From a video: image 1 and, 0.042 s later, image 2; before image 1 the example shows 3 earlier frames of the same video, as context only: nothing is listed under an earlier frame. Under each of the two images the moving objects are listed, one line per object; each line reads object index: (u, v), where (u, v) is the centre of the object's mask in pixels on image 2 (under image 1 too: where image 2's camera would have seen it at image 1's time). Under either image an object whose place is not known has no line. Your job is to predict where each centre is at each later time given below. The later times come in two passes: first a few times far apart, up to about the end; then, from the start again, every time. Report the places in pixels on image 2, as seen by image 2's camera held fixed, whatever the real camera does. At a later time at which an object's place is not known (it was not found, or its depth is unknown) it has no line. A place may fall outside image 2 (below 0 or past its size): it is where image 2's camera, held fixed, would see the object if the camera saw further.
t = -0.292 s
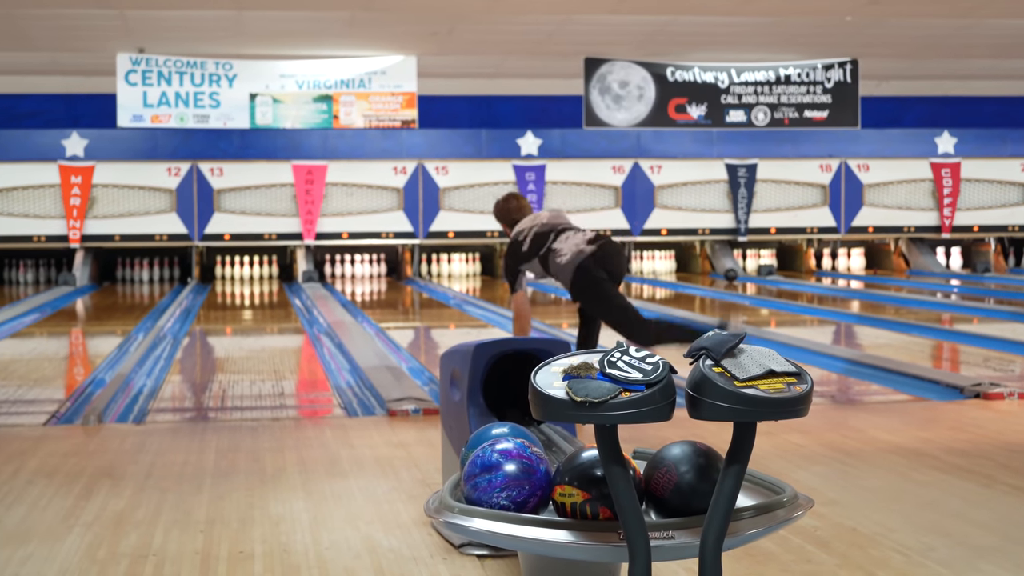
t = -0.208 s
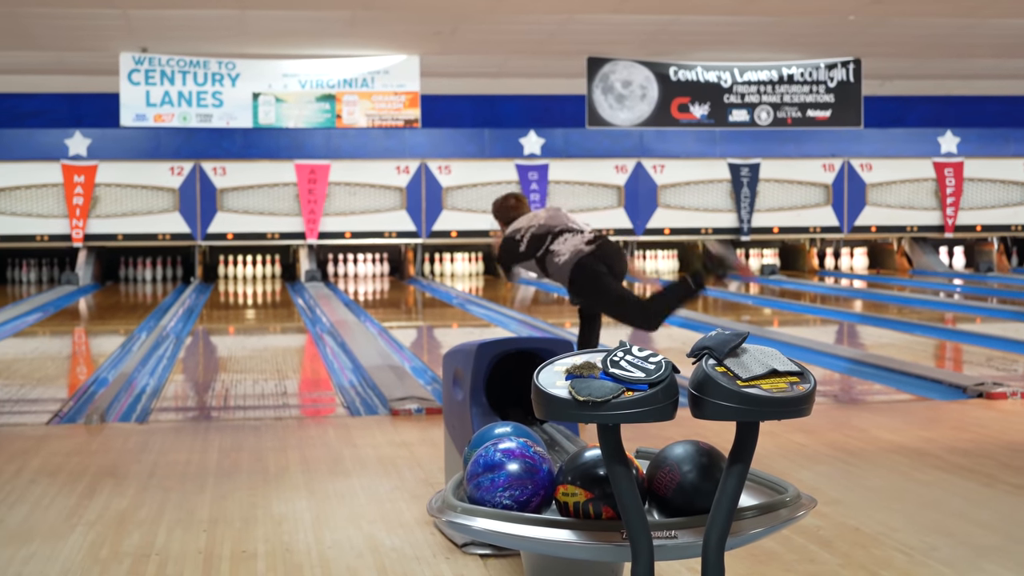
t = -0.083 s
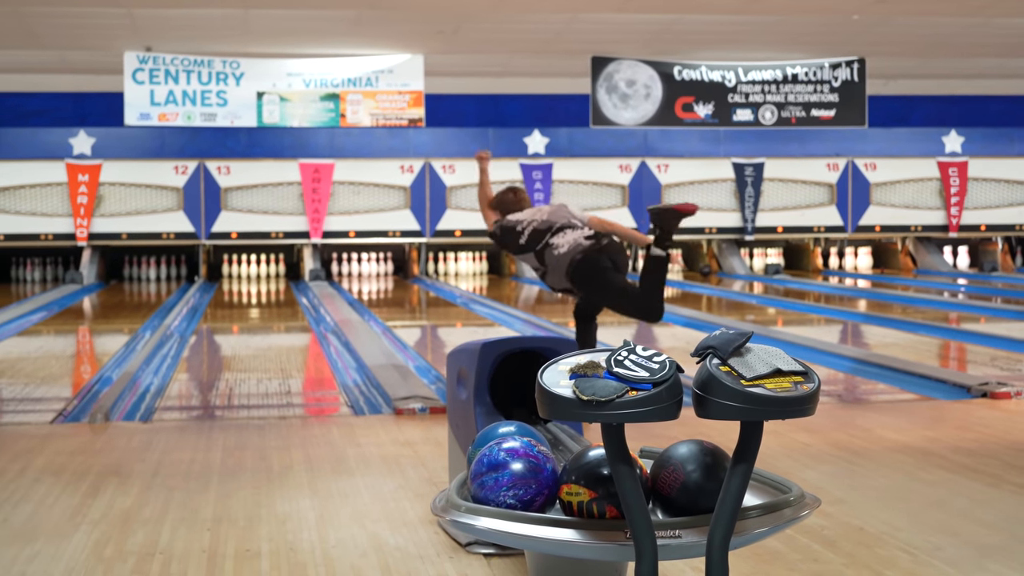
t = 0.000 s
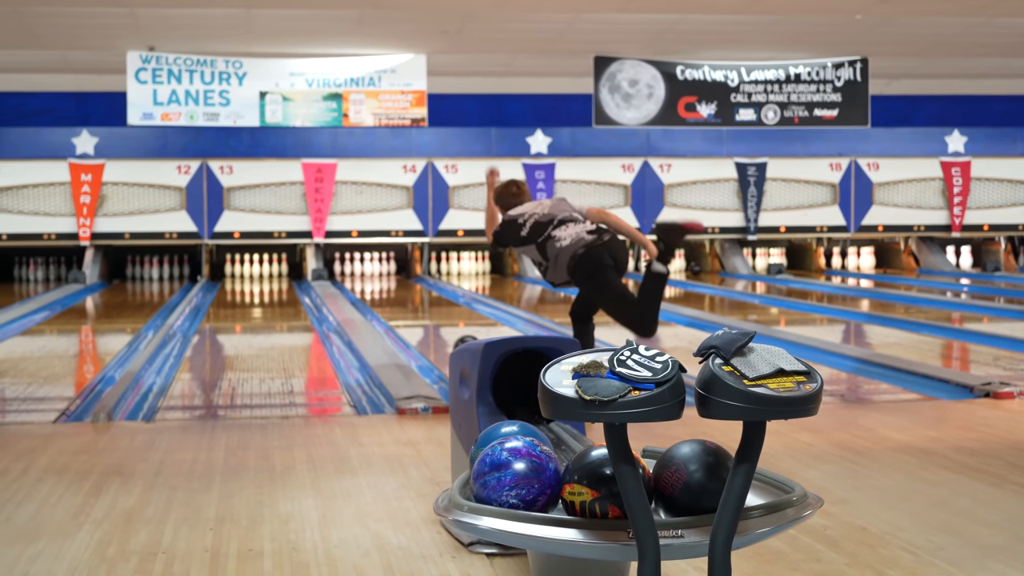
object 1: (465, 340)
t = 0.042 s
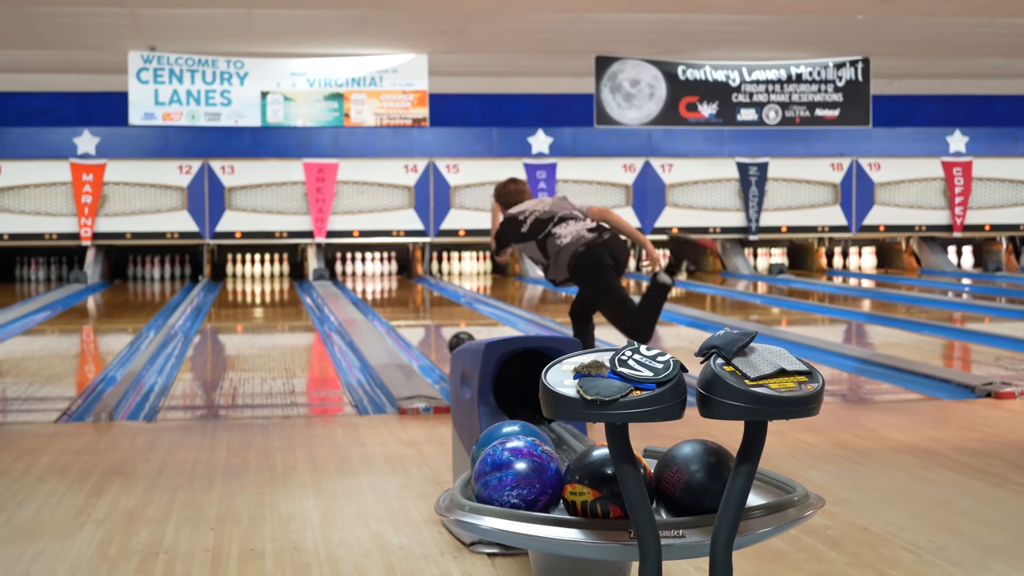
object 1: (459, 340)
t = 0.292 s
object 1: (432, 326)
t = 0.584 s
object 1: (408, 310)
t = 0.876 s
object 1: (392, 299)
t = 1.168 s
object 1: (380, 289)
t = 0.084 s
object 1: (455, 339)
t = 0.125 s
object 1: (450, 338)
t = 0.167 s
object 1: (445, 335)
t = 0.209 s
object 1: (441, 332)
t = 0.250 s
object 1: (436, 329)
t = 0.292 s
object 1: (432, 326)
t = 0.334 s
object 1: (428, 323)
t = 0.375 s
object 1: (424, 321)
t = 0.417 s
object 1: (420, 319)
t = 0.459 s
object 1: (417, 316)
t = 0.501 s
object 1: (414, 314)
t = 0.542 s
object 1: (411, 311)
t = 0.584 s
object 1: (408, 310)
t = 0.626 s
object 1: (405, 309)
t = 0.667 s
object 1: (403, 307)
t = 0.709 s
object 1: (401, 305)
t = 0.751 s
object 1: (398, 304)
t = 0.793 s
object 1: (396, 302)
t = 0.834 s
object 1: (394, 301)
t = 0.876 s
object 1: (392, 299)
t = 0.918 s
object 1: (390, 297)
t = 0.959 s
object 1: (388, 296)
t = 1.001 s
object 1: (387, 295)
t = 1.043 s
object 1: (385, 293)
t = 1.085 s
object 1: (383, 292)
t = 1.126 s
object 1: (382, 290)
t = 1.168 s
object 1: (380, 289)
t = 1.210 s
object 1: (379, 288)
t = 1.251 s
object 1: (378, 287)
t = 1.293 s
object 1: (377, 286)
